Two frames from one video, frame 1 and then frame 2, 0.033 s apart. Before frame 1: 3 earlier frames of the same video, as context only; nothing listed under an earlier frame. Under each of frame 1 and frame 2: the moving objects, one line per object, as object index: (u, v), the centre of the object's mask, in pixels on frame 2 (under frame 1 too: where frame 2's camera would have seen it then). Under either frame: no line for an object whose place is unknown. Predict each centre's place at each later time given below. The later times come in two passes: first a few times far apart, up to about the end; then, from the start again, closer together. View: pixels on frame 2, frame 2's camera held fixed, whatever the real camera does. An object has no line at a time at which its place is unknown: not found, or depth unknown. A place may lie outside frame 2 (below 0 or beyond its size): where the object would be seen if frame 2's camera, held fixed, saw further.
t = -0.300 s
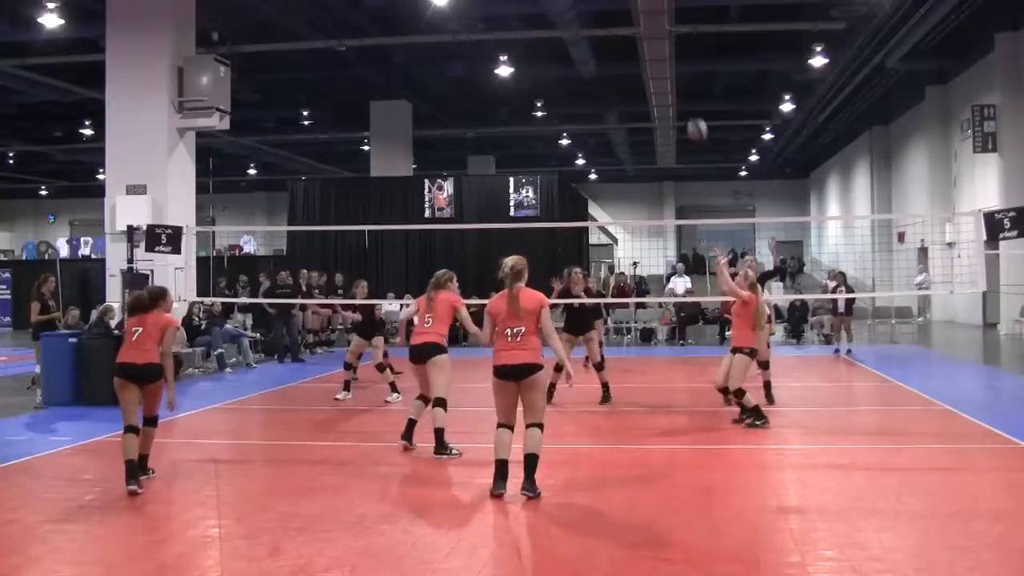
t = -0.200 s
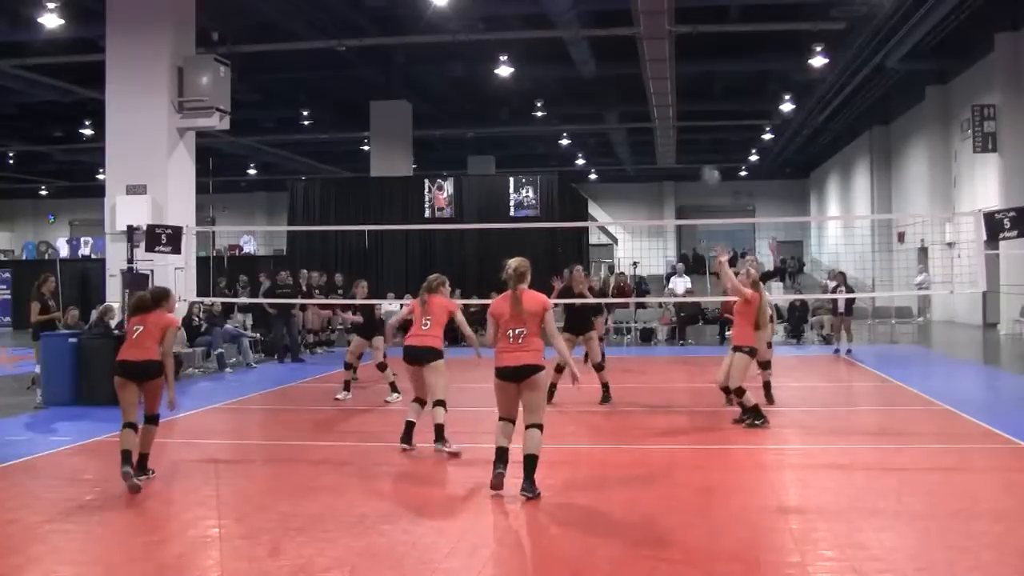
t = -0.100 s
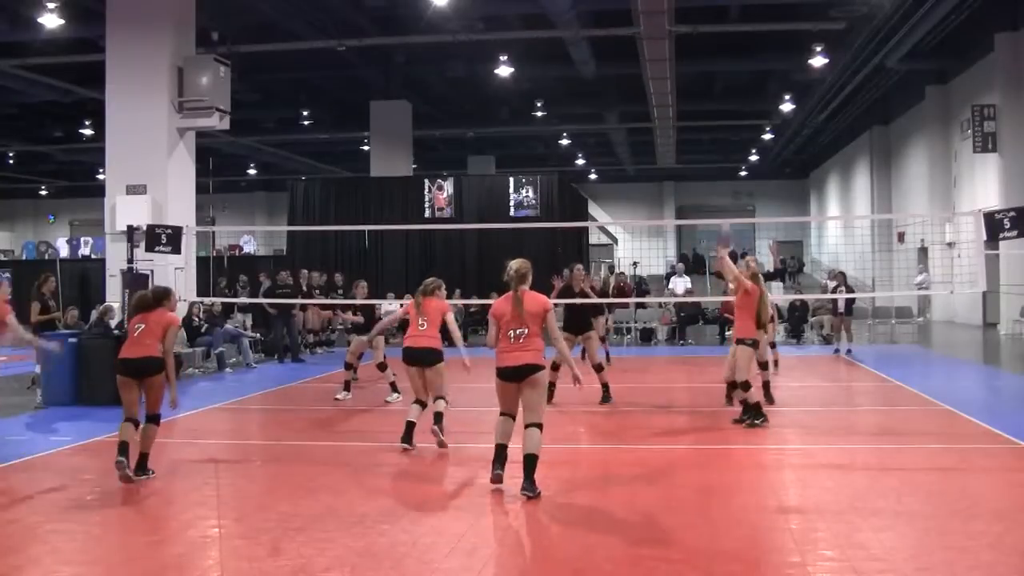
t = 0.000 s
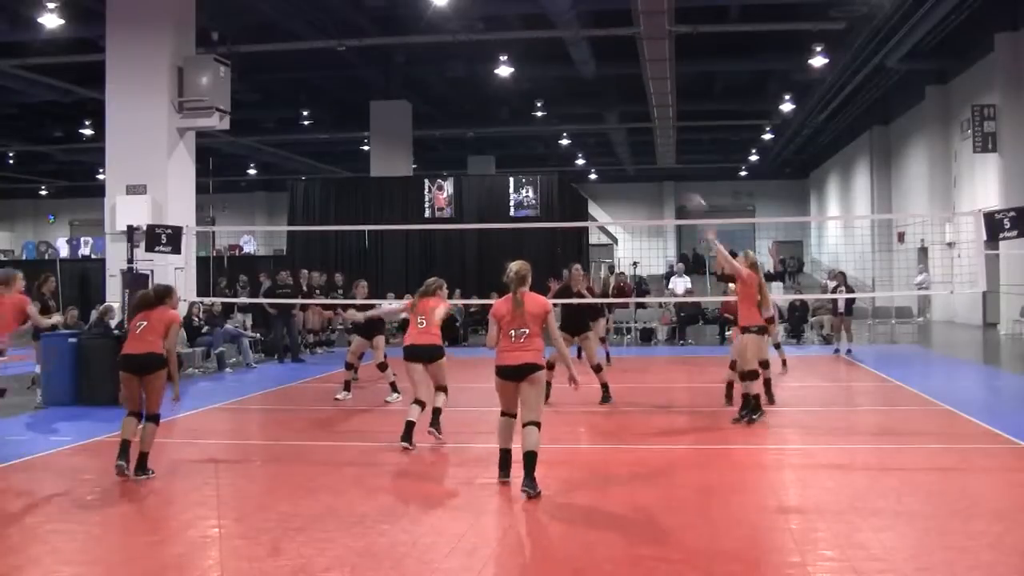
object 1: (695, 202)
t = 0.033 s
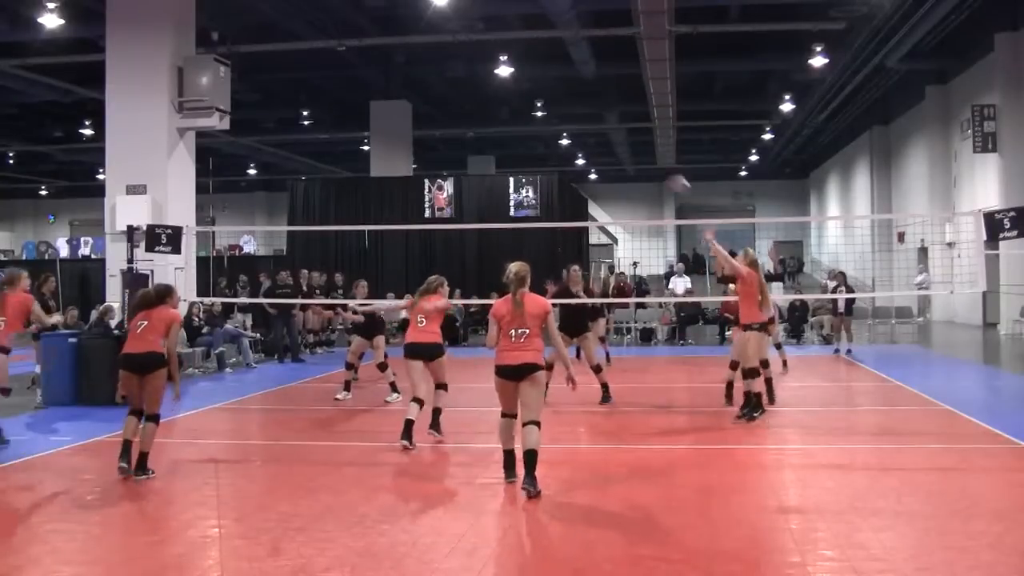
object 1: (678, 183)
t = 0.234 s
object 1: (588, 93)
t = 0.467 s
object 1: (492, 34)
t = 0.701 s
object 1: (405, 24)
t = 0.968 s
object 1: (316, 67)
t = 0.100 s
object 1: (647, 149)
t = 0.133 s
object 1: (631, 135)
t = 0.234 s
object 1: (588, 93)
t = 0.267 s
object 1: (573, 81)
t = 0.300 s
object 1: (560, 71)
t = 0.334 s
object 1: (546, 63)
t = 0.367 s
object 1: (532, 53)
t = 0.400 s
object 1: (518, 46)
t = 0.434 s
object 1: (505, 40)
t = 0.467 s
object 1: (492, 34)
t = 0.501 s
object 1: (478, 27)
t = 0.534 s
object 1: (466, 25)
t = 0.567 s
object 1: (454, 24)
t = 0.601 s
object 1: (441, 22)
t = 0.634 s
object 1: (429, 21)
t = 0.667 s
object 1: (418, 22)
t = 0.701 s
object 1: (405, 24)
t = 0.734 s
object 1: (394, 26)
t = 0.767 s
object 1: (382, 29)
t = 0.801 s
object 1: (372, 33)
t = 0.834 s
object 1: (358, 38)
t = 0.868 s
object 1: (349, 44)
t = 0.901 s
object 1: (338, 51)
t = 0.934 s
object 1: (327, 58)
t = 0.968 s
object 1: (316, 67)
